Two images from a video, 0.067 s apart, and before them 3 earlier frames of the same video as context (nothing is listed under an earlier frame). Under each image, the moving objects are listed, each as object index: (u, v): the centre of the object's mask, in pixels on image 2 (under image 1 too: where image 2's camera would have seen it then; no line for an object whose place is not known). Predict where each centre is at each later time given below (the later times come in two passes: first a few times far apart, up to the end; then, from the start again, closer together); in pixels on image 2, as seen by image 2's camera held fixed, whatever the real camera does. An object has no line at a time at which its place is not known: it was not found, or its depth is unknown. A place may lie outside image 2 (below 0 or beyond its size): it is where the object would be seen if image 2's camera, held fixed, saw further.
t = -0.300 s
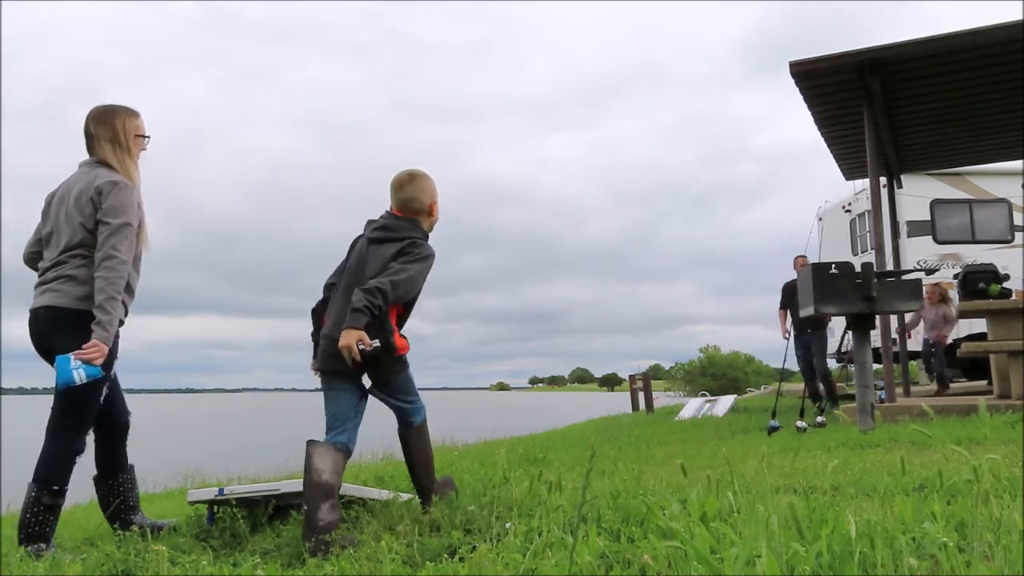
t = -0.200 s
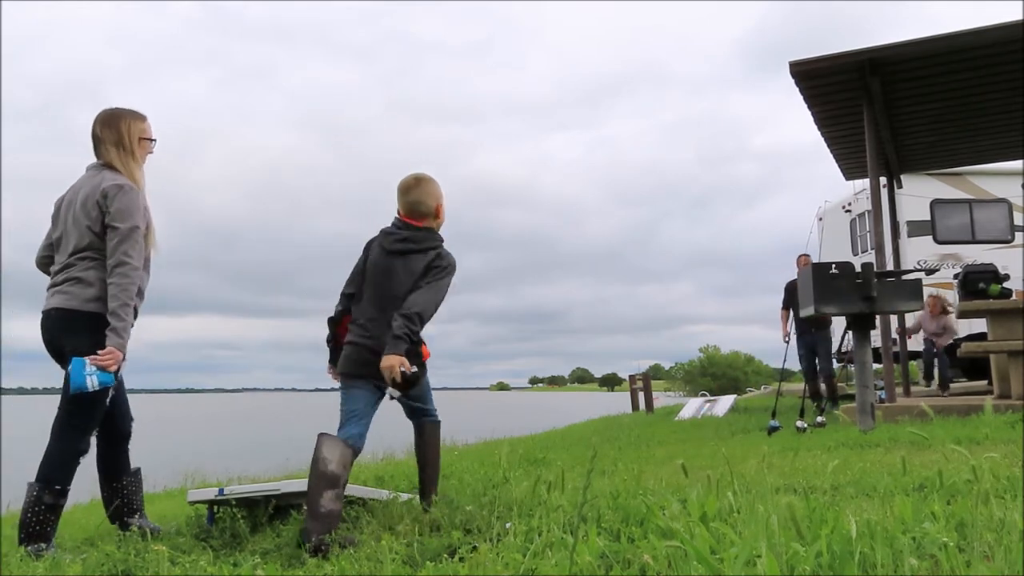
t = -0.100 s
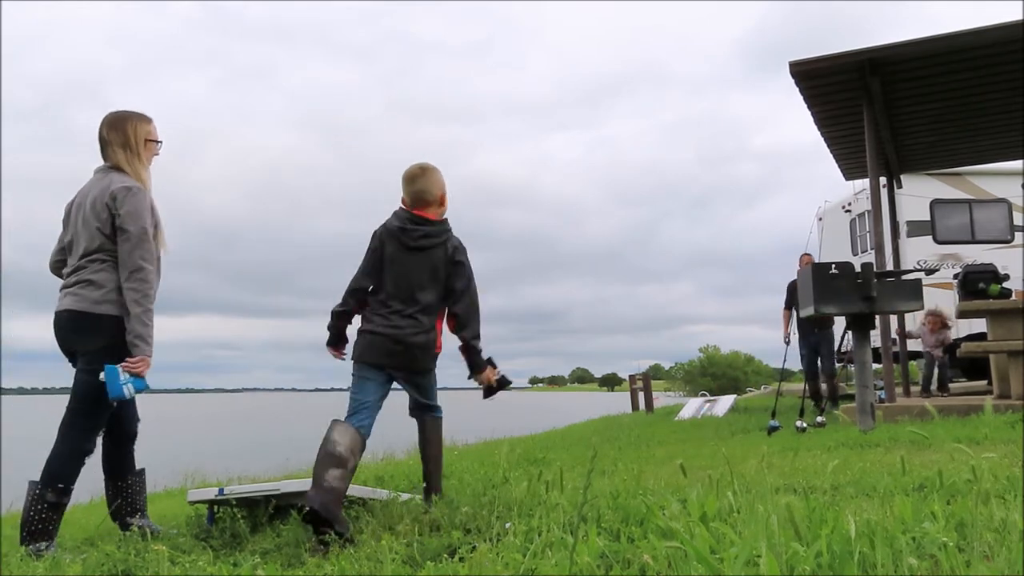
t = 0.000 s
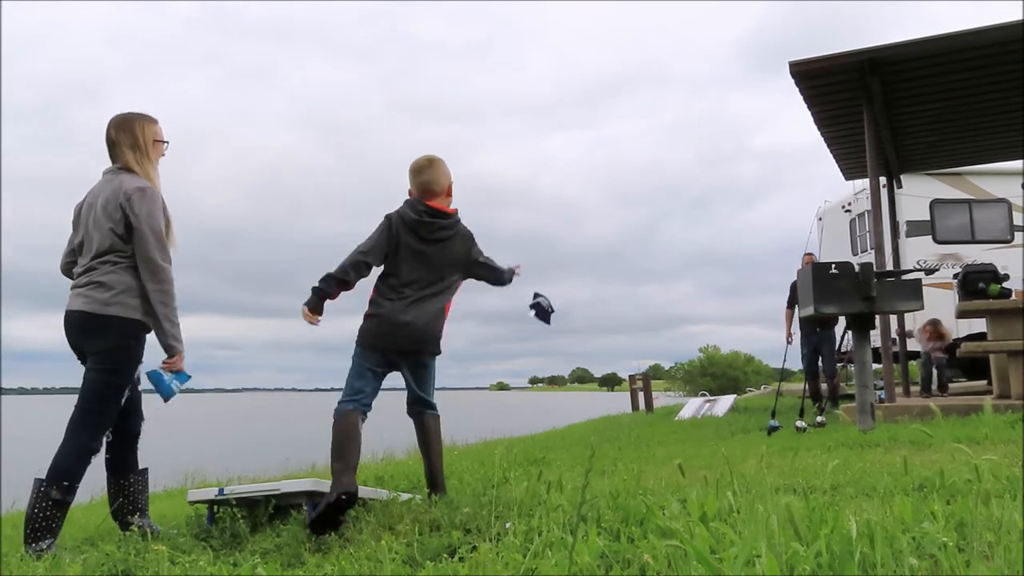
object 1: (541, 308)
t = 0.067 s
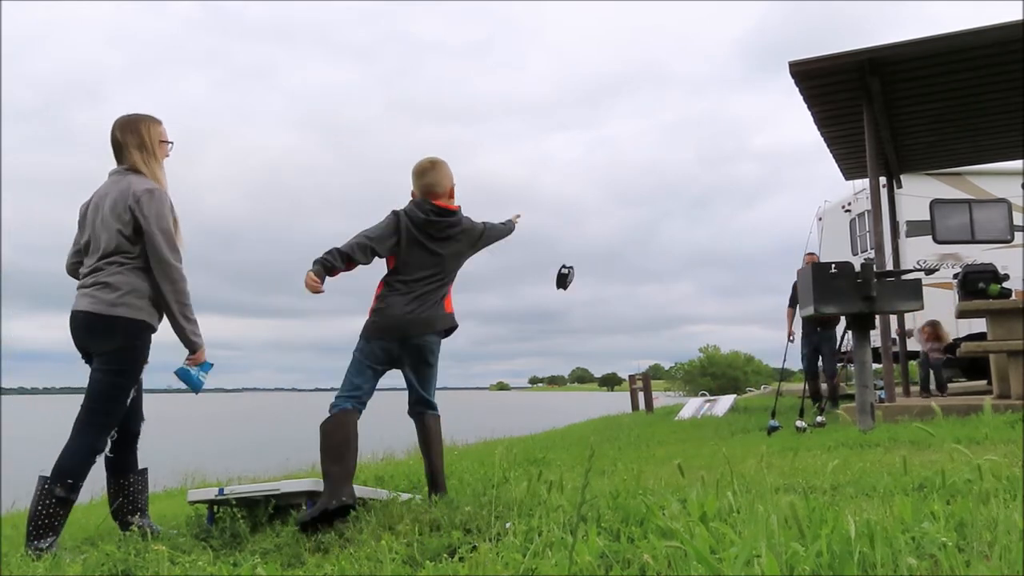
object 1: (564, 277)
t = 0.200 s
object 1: (600, 250)
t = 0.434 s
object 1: (647, 271)
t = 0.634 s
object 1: (676, 334)
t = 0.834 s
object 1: (698, 413)
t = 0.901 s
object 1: (698, 415)
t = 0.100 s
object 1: (574, 267)
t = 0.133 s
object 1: (583, 259)
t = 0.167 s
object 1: (592, 254)
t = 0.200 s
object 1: (600, 250)
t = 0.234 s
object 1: (607, 249)
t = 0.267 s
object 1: (614, 248)
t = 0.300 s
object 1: (622, 250)
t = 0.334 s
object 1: (629, 253)
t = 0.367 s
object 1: (635, 258)
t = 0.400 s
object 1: (641, 264)
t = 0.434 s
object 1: (647, 271)
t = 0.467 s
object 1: (653, 279)
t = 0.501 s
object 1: (658, 288)
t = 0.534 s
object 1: (663, 299)
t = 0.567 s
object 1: (668, 310)
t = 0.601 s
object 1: (673, 322)
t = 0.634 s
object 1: (676, 334)
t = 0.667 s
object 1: (680, 346)
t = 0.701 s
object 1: (684, 359)
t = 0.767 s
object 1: (691, 386)
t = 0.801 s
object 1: (695, 400)
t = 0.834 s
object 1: (698, 413)
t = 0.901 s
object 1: (698, 415)
